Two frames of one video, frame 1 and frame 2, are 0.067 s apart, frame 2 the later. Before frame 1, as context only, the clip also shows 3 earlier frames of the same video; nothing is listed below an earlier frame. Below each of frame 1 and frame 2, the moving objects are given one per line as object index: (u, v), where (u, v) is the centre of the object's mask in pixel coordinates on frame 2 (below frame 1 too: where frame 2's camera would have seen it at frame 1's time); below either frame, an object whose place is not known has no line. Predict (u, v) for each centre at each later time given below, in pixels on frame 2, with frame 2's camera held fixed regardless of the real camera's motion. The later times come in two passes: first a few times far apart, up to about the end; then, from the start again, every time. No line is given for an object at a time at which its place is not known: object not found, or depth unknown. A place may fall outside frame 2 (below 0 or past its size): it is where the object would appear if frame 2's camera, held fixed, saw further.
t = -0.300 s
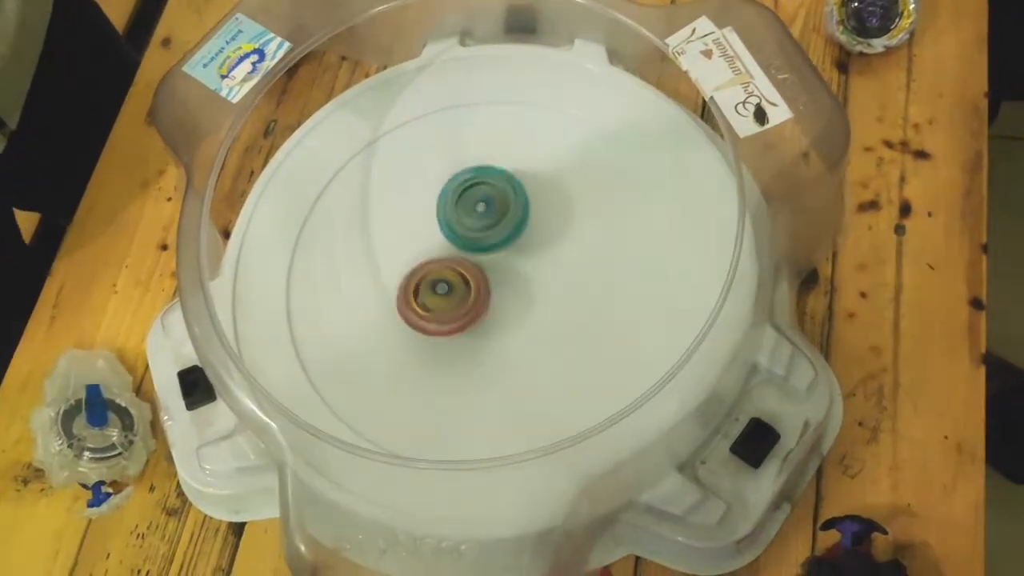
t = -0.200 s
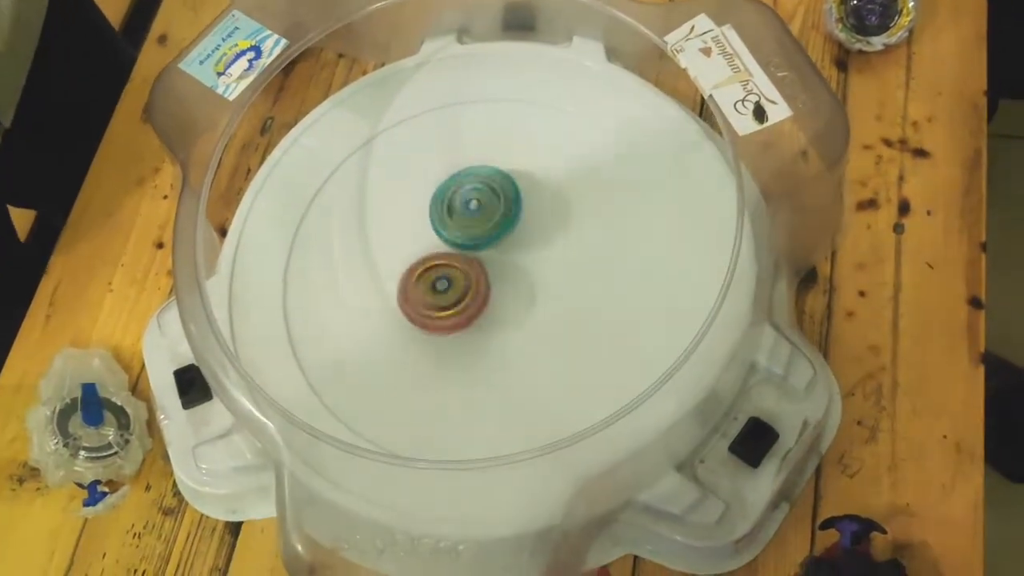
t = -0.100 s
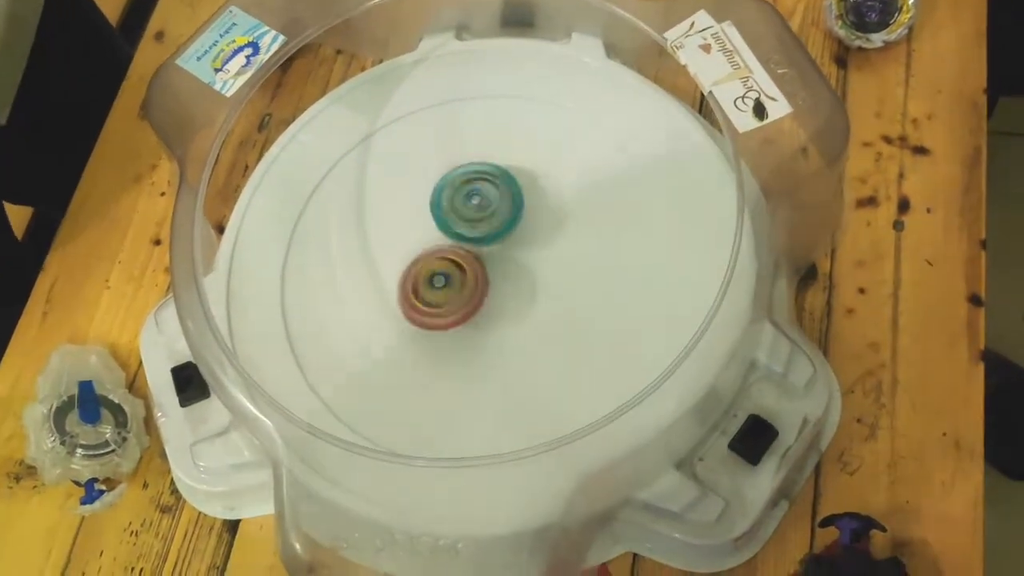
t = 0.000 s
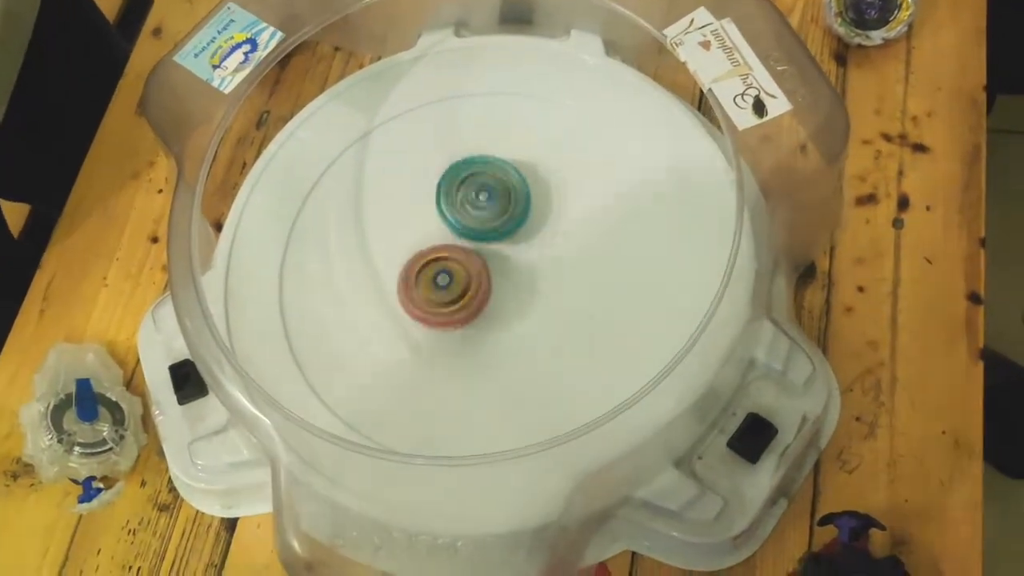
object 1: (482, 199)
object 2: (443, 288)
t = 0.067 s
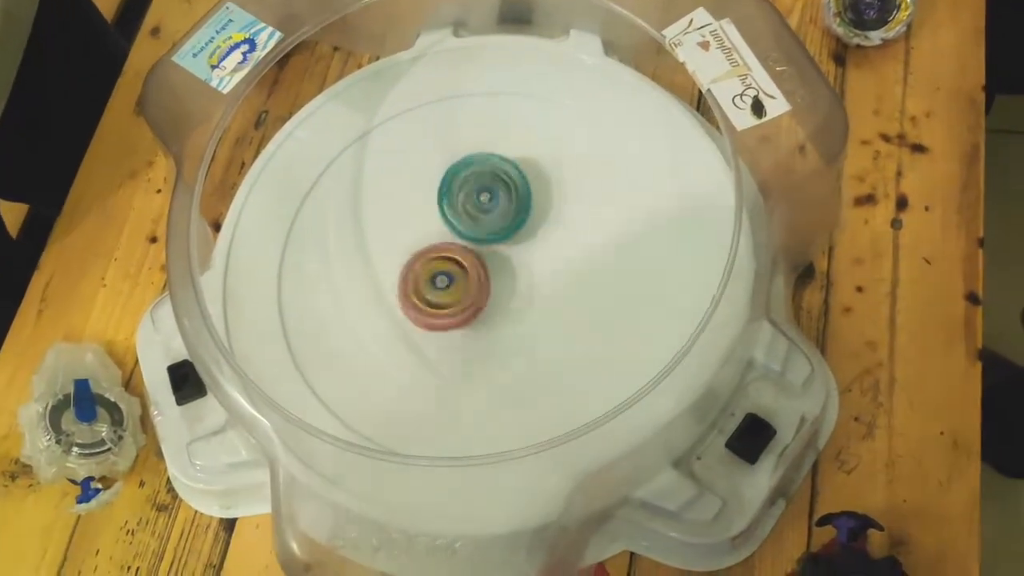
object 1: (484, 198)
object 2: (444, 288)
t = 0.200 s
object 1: (489, 197)
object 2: (444, 287)
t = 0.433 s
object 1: (504, 199)
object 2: (444, 291)
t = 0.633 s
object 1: (529, 221)
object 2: (430, 308)
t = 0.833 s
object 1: (534, 249)
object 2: (427, 306)
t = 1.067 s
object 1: (522, 276)
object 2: (423, 308)
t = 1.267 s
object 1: (518, 270)
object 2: (420, 296)
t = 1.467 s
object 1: (506, 253)
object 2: (413, 290)
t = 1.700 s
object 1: (505, 244)
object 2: (413, 278)
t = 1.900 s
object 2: (417, 274)
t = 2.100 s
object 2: (418, 267)
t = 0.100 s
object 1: (485, 198)
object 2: (445, 286)
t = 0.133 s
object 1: (485, 197)
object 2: (444, 286)
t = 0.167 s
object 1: (488, 197)
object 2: (443, 288)
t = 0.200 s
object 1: (489, 197)
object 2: (444, 287)
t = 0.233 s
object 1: (490, 198)
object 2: (445, 285)
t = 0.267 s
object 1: (491, 199)
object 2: (444, 283)
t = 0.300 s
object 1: (491, 200)
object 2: (444, 284)
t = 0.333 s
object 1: (493, 201)
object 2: (445, 283)
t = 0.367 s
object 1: (498, 199)
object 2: (443, 288)
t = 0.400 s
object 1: (502, 197)
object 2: (443, 291)
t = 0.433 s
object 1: (504, 199)
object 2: (444, 291)
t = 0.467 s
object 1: (506, 202)
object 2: (444, 290)
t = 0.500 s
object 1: (508, 206)
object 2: (443, 290)
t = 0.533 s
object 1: (509, 213)
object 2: (443, 290)
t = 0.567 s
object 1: (511, 219)
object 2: (443, 290)
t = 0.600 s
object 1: (518, 223)
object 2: (438, 295)
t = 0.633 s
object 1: (529, 221)
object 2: (430, 308)
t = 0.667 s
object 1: (535, 223)
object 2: (424, 309)
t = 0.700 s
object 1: (537, 227)
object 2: (426, 313)
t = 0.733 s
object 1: (536, 231)
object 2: (428, 310)
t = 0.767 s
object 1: (536, 236)
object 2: (429, 308)
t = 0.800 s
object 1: (535, 242)
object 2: (428, 307)
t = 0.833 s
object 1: (534, 249)
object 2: (427, 306)
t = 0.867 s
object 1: (530, 255)
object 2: (427, 305)
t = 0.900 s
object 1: (526, 263)
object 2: (428, 306)
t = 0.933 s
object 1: (521, 270)
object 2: (427, 304)
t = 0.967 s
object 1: (524, 274)
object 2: (424, 304)
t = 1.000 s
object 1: (525, 275)
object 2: (422, 305)
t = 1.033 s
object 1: (524, 276)
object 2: (421, 306)
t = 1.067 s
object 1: (522, 276)
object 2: (423, 308)
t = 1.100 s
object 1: (519, 274)
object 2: (424, 302)
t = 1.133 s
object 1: (519, 273)
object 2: (421, 300)
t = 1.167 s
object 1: (521, 272)
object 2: (419, 299)
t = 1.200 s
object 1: (520, 271)
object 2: (419, 299)
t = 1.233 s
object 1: (520, 270)
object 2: (419, 298)
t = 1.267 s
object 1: (518, 270)
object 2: (420, 296)
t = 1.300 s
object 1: (516, 268)
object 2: (420, 293)
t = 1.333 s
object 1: (513, 266)
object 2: (418, 291)
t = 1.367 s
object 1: (510, 263)
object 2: (416, 290)
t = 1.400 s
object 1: (510, 259)
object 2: (414, 292)
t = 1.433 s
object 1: (508, 255)
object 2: (413, 291)
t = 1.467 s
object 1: (506, 253)
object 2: (413, 290)
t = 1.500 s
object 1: (506, 250)
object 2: (415, 288)
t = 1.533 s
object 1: (506, 247)
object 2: (414, 285)
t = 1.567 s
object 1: (506, 246)
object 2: (412, 284)
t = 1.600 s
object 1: (507, 246)
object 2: (412, 282)
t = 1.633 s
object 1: (507, 245)
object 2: (412, 282)
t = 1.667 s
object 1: (504, 245)
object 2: (412, 280)
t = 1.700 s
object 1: (505, 244)
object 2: (413, 278)
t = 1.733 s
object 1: (511, 245)
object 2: (410, 278)
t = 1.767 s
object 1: (513, 243)
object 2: (408, 279)
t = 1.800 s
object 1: (516, 241)
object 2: (411, 280)
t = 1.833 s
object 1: (518, 243)
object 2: (414, 279)
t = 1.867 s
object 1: (518, 242)
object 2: (416, 276)
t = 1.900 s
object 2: (417, 274)
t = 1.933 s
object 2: (417, 272)
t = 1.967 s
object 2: (415, 270)
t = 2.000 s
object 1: (516, 243)
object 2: (416, 270)
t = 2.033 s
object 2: (416, 273)
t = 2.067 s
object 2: (416, 269)
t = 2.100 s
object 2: (418, 267)
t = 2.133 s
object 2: (417, 266)
